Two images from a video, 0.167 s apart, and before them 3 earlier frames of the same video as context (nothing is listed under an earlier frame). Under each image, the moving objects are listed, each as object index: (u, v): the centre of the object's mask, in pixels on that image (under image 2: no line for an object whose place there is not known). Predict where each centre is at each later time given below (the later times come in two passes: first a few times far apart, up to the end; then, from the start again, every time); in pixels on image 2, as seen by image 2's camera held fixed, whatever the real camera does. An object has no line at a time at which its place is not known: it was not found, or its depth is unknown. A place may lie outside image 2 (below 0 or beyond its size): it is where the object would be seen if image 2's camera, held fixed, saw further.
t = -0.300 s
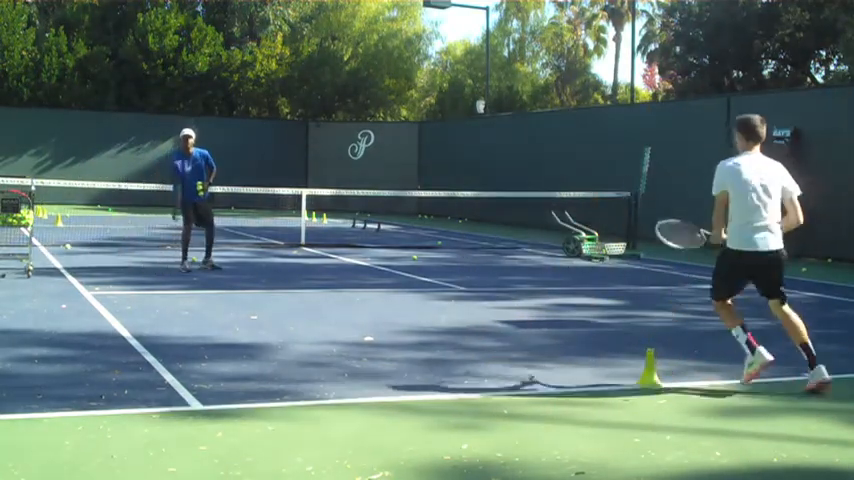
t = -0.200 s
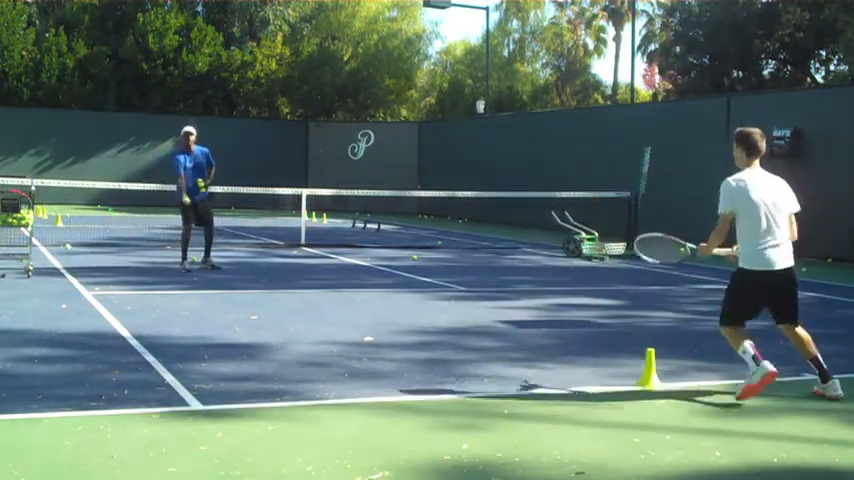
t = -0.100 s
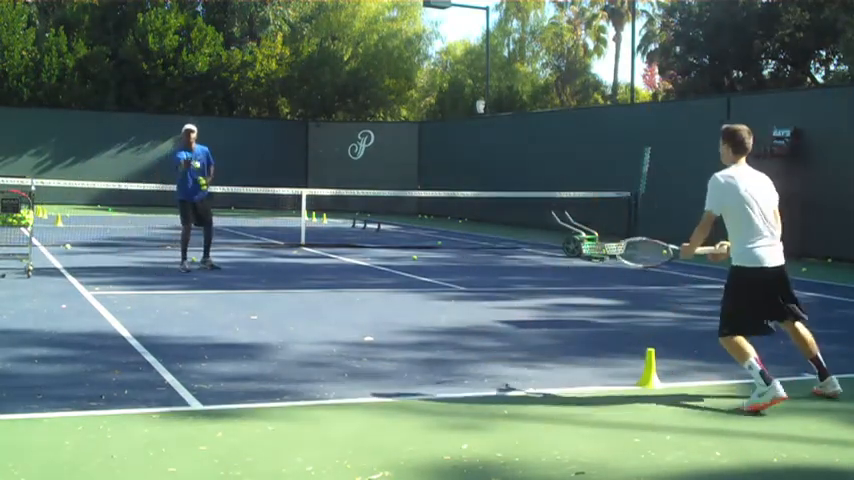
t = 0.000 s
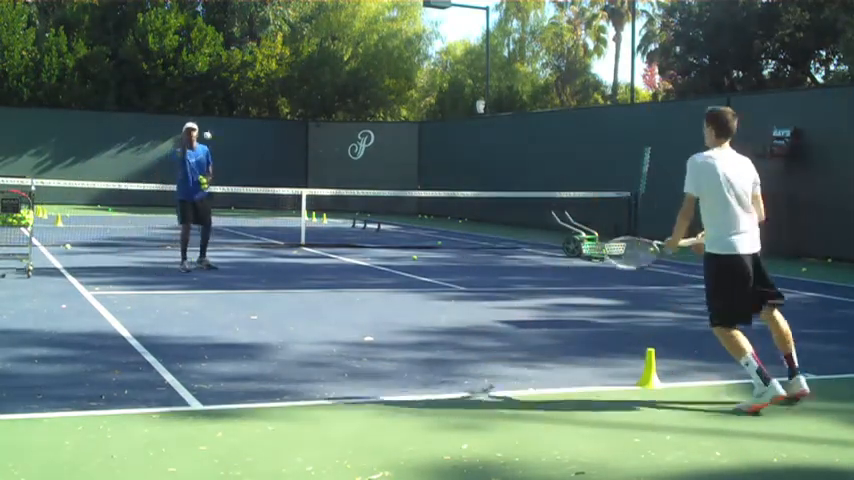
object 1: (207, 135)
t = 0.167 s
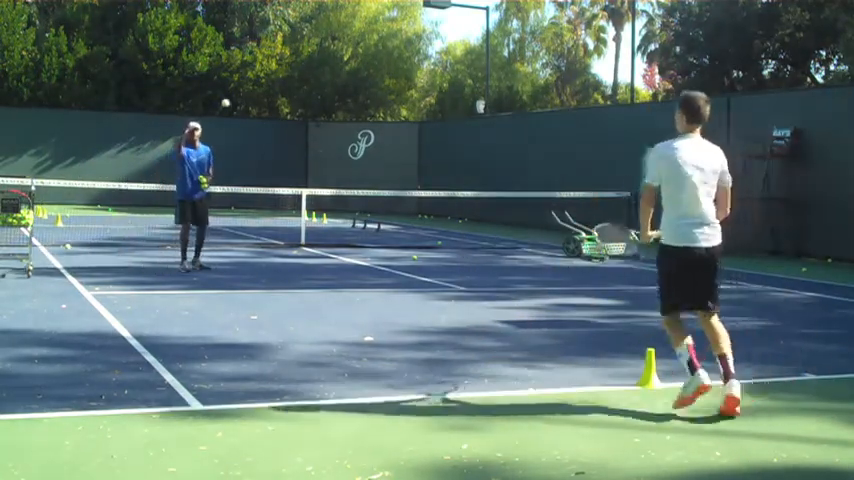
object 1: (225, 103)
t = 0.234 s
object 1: (234, 96)
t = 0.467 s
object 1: (265, 110)
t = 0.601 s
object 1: (285, 148)
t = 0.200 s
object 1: (229, 99)
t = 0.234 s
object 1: (234, 96)
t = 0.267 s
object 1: (237, 94)
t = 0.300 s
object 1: (242, 94)
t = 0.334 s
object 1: (246, 94)
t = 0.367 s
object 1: (250, 96)
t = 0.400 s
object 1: (255, 99)
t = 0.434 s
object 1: (260, 104)
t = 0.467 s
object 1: (265, 110)
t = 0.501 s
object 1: (269, 117)
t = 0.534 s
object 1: (274, 126)
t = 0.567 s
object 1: (280, 136)
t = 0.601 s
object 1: (285, 148)
